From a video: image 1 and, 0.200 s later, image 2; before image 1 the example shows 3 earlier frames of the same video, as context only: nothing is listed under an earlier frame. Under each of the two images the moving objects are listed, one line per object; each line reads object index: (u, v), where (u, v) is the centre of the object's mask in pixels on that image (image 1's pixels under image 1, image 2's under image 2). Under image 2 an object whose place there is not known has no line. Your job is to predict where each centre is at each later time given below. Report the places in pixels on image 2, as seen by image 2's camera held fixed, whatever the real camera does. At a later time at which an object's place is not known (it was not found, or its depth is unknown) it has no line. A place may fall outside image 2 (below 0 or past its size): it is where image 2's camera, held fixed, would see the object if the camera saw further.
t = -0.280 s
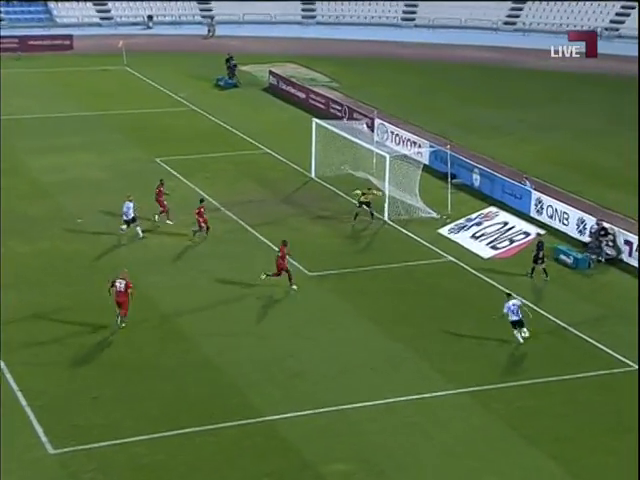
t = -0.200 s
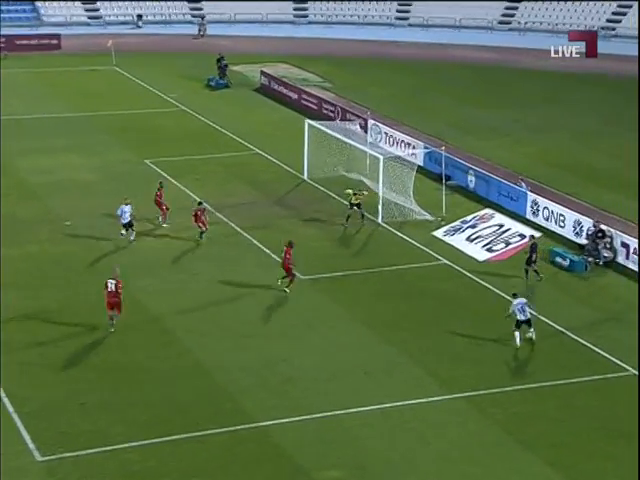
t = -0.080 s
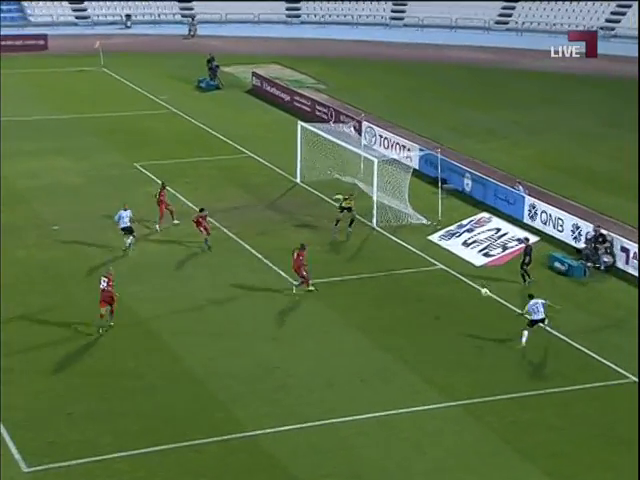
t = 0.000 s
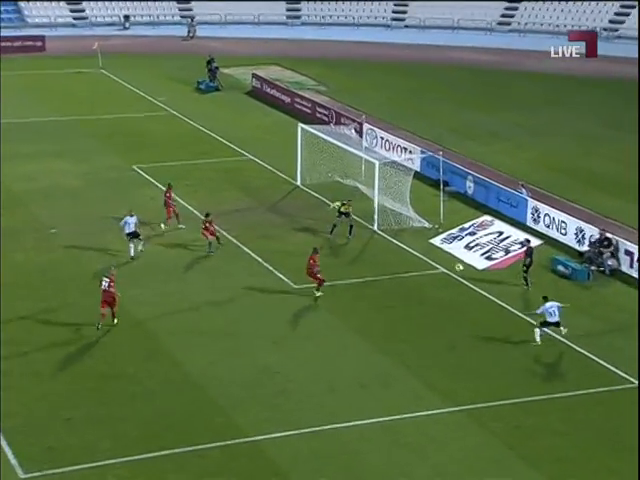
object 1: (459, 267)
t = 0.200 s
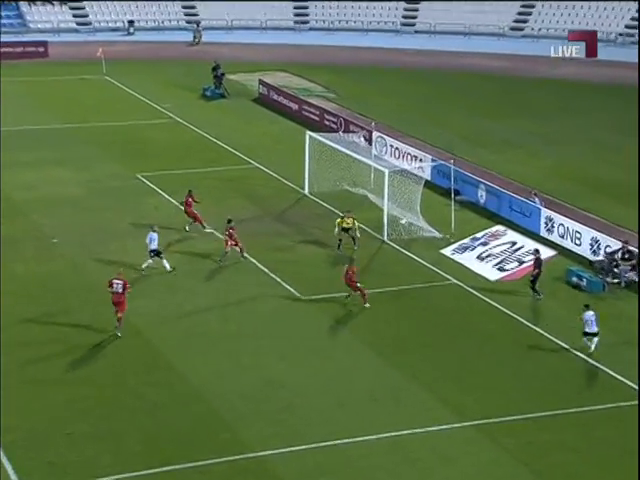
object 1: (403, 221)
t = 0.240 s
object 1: (392, 212)
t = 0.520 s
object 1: (309, 172)
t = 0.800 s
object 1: (233, 157)
